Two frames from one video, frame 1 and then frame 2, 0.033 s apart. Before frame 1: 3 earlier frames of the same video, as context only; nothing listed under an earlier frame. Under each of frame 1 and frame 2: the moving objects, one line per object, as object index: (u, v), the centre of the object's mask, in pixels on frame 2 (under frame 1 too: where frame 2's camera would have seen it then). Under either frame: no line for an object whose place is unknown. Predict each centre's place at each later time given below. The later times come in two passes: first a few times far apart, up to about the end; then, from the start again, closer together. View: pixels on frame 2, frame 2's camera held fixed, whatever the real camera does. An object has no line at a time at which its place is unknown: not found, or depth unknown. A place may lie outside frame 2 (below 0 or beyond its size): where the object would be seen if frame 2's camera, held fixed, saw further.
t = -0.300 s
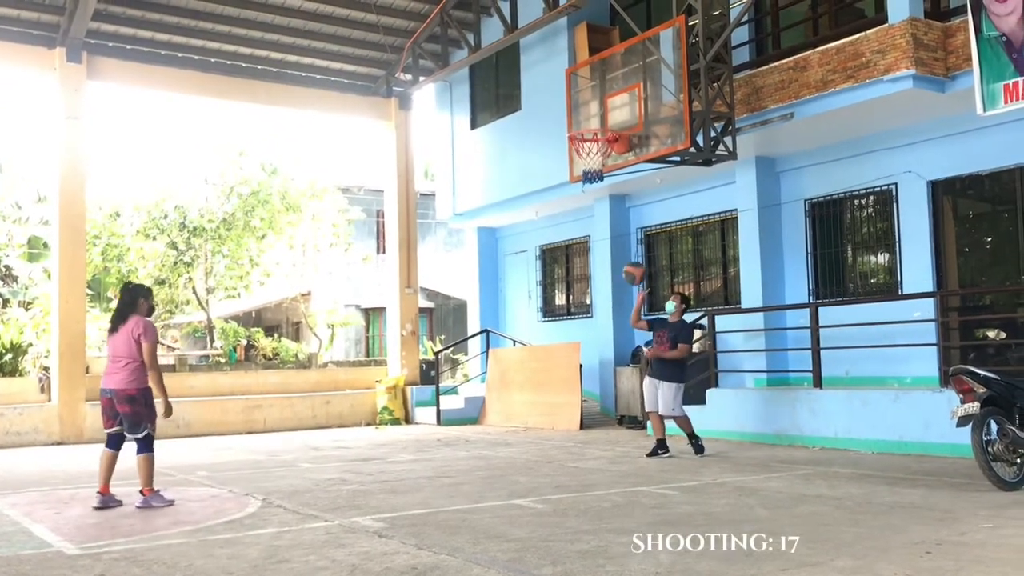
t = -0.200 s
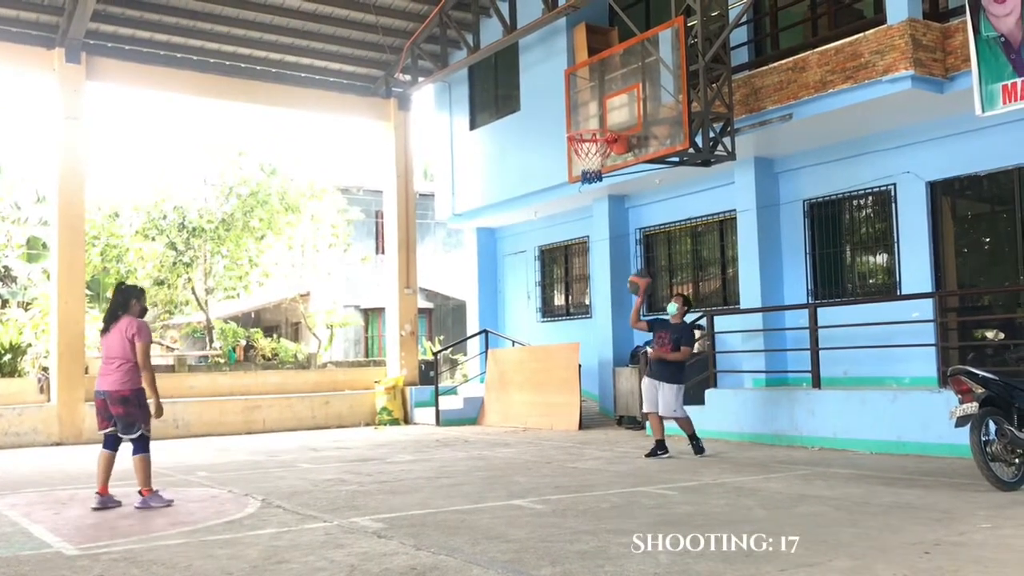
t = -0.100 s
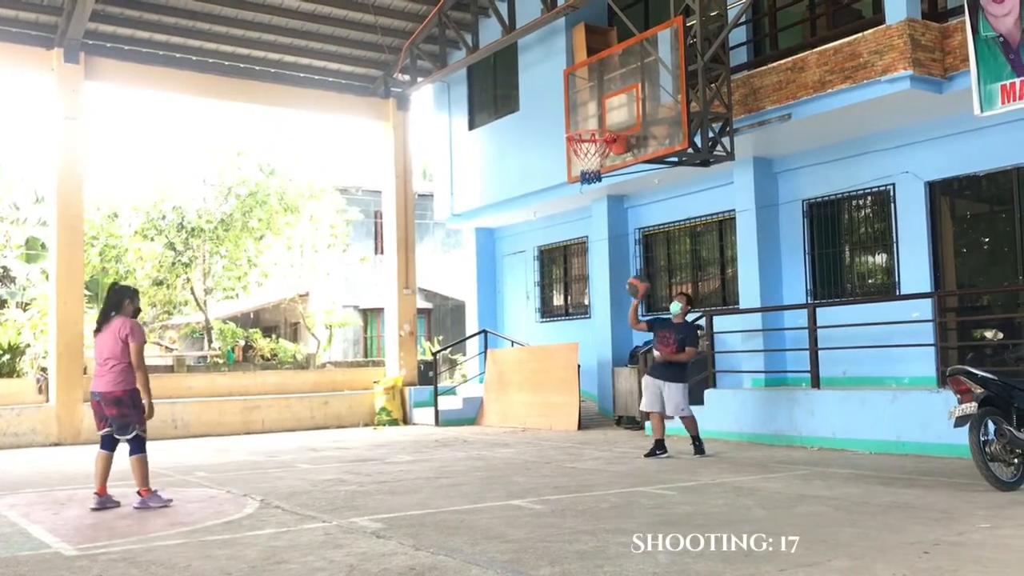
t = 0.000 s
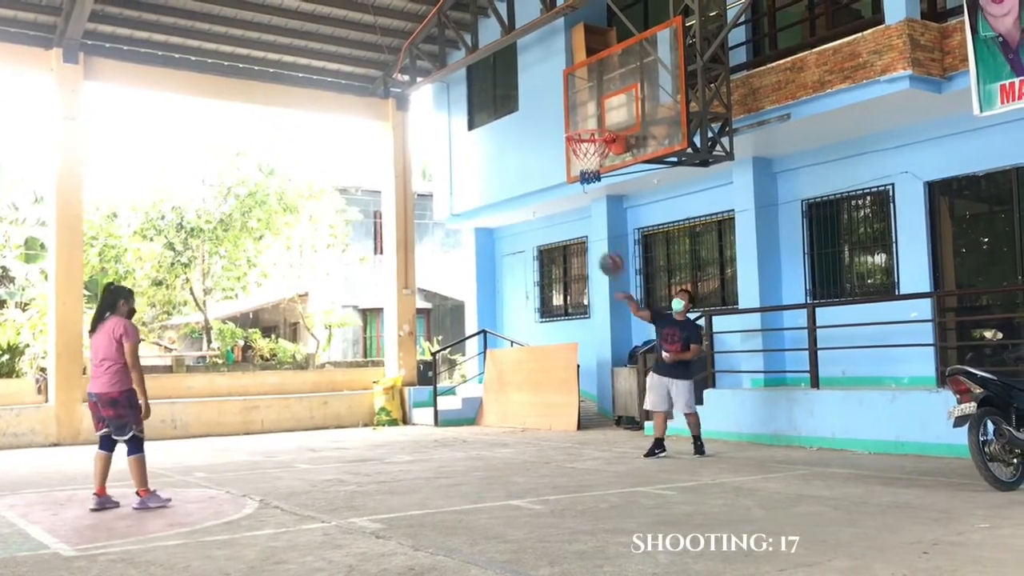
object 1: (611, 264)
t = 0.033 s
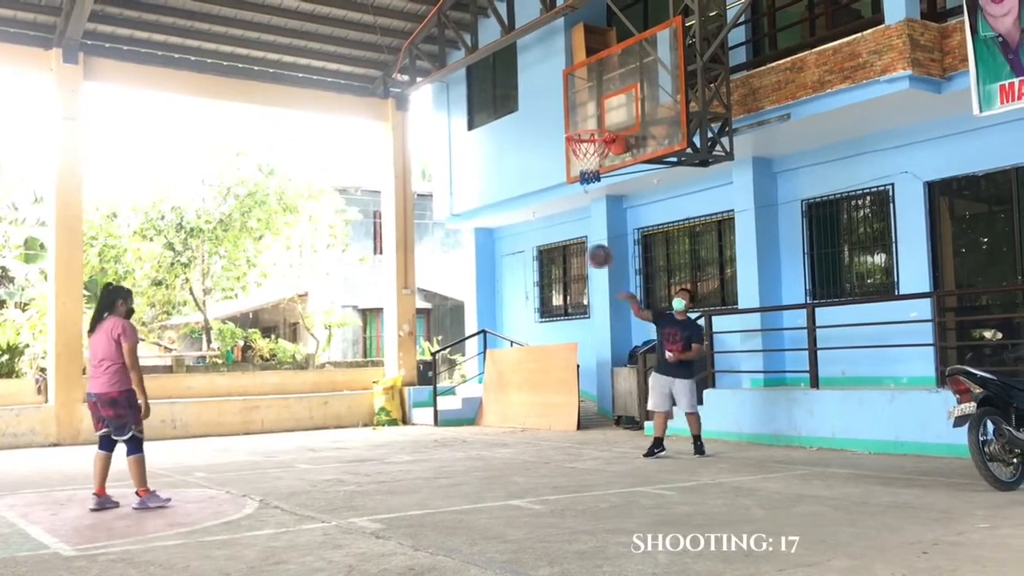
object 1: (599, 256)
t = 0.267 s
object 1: (511, 232)
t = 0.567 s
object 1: (374, 292)
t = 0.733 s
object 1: (281, 388)
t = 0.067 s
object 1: (587, 249)
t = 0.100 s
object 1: (575, 244)
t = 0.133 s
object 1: (562, 238)
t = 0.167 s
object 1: (549, 234)
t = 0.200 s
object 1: (537, 233)
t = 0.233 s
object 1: (524, 232)
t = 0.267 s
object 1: (511, 232)
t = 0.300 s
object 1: (497, 232)
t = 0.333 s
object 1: (483, 235)
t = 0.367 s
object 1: (469, 239)
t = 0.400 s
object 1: (453, 244)
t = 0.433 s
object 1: (439, 250)
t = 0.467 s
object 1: (425, 259)
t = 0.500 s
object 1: (408, 270)
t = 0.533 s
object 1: (391, 280)
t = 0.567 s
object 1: (374, 292)
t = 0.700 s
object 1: (302, 365)
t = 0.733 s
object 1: (281, 388)
